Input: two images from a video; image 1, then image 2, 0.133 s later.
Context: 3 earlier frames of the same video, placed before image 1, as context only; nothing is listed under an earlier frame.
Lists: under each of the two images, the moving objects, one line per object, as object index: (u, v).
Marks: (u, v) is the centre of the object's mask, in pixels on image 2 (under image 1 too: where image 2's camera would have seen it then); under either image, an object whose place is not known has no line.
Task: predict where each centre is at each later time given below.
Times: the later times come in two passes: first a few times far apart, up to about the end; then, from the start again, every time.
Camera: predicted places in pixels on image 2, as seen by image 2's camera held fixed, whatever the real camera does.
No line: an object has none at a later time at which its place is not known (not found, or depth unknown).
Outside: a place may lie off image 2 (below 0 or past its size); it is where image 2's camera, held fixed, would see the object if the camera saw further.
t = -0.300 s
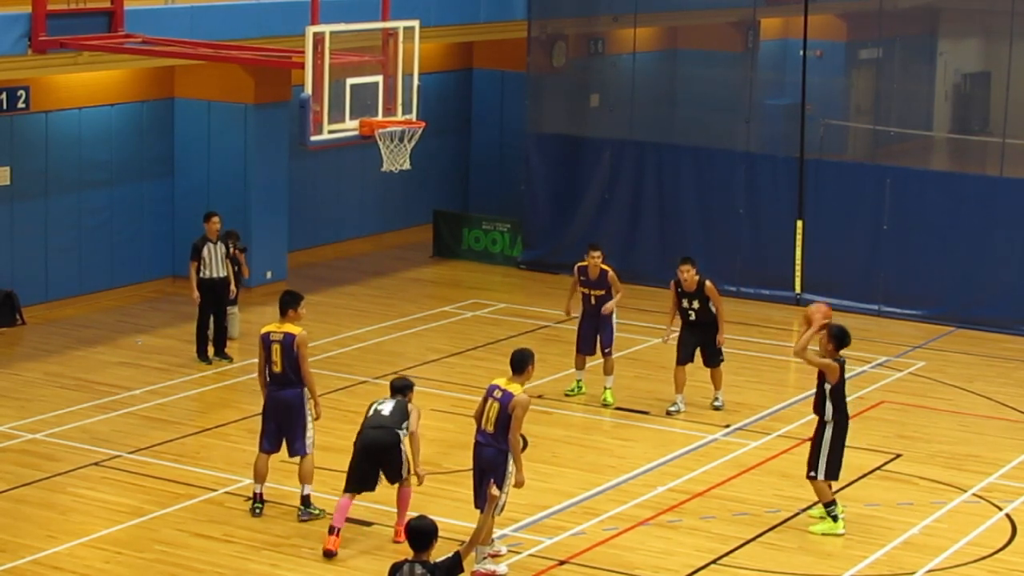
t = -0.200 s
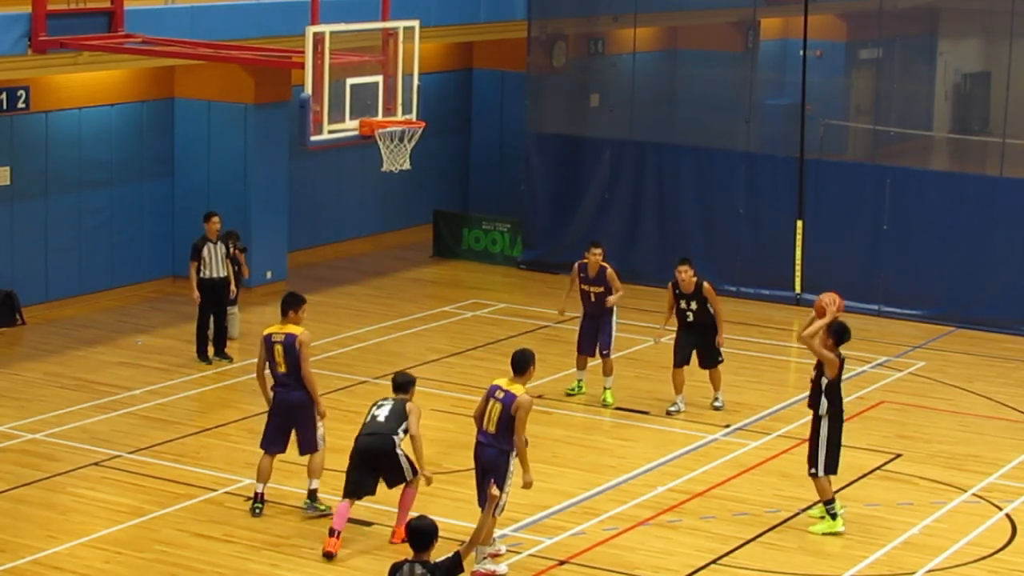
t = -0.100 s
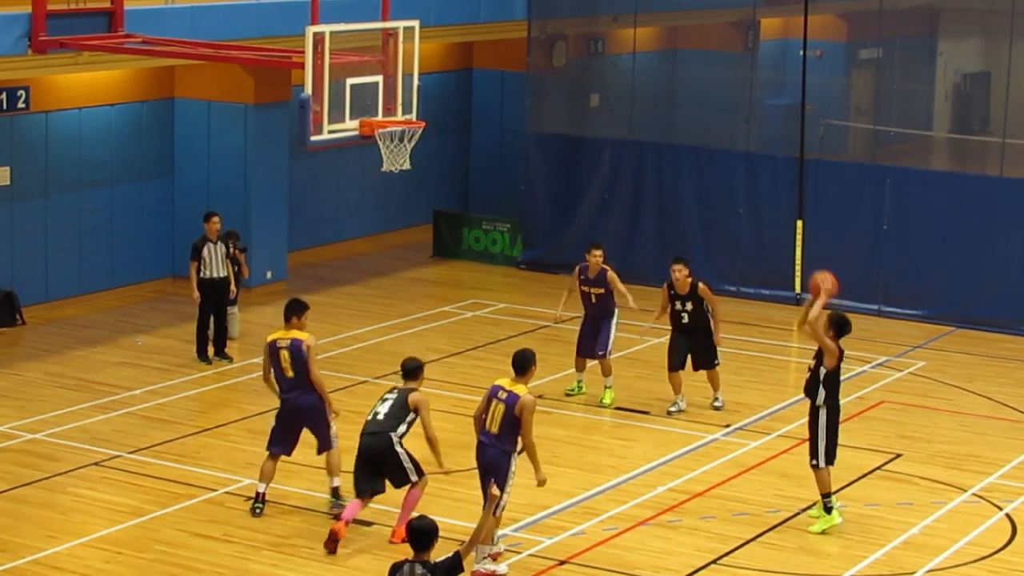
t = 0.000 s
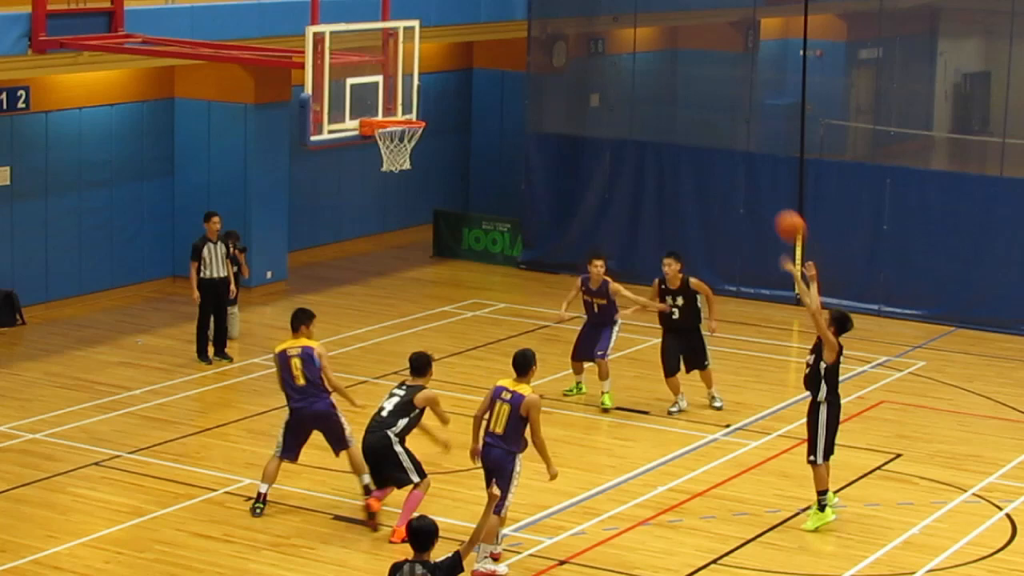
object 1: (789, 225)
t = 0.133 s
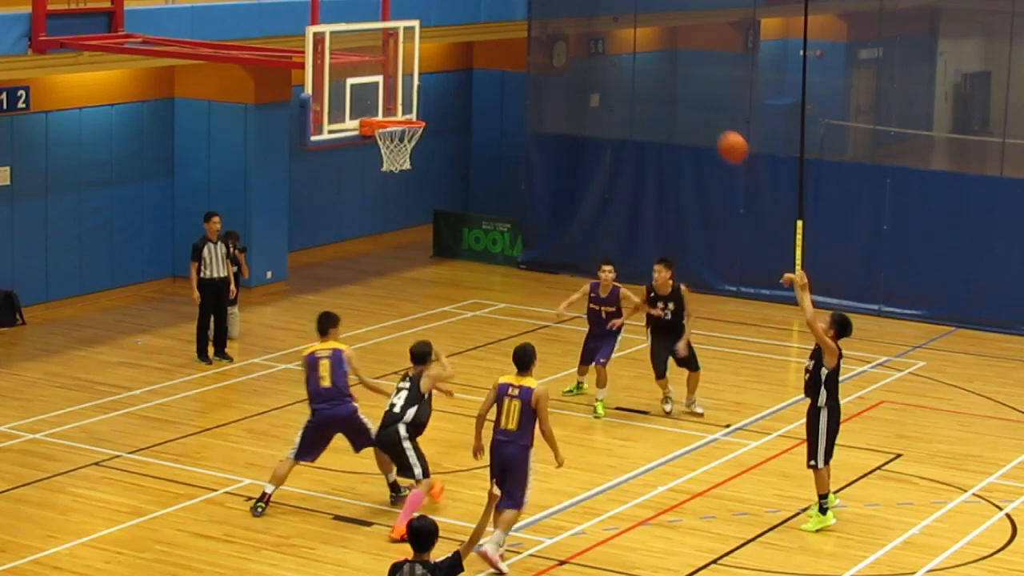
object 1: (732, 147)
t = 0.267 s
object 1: (675, 88)
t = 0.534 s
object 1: (564, 35)
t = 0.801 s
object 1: (458, 59)
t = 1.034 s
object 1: (390, 114)
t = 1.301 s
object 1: (457, 99)
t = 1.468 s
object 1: (501, 123)
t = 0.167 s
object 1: (718, 130)
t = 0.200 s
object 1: (704, 115)
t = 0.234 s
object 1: (690, 100)
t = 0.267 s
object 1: (675, 88)
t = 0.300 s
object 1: (661, 77)
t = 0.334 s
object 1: (647, 67)
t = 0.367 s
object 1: (633, 59)
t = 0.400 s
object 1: (618, 51)
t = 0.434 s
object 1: (605, 44)
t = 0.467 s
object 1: (591, 40)
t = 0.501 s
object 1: (577, 36)
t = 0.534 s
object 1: (564, 35)
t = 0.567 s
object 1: (550, 33)
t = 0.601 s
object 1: (537, 34)
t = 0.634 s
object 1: (524, 35)
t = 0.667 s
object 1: (512, 36)
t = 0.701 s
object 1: (498, 39)
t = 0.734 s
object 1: (484, 44)
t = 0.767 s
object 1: (470, 51)
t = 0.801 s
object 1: (458, 59)
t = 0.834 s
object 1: (445, 67)
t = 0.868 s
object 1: (433, 77)
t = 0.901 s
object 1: (420, 87)
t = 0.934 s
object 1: (407, 100)
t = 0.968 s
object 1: (394, 111)
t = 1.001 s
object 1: (390, 113)
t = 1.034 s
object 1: (390, 114)
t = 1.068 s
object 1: (393, 112)
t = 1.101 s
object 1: (404, 108)
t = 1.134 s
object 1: (413, 103)
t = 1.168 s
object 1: (422, 100)
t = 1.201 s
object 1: (431, 98)
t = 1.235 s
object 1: (440, 97)
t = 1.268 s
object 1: (448, 97)
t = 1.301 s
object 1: (457, 99)
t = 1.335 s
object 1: (466, 101)
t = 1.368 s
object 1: (475, 105)
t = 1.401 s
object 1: (484, 110)
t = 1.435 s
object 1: (492, 116)
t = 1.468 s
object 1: (501, 123)
